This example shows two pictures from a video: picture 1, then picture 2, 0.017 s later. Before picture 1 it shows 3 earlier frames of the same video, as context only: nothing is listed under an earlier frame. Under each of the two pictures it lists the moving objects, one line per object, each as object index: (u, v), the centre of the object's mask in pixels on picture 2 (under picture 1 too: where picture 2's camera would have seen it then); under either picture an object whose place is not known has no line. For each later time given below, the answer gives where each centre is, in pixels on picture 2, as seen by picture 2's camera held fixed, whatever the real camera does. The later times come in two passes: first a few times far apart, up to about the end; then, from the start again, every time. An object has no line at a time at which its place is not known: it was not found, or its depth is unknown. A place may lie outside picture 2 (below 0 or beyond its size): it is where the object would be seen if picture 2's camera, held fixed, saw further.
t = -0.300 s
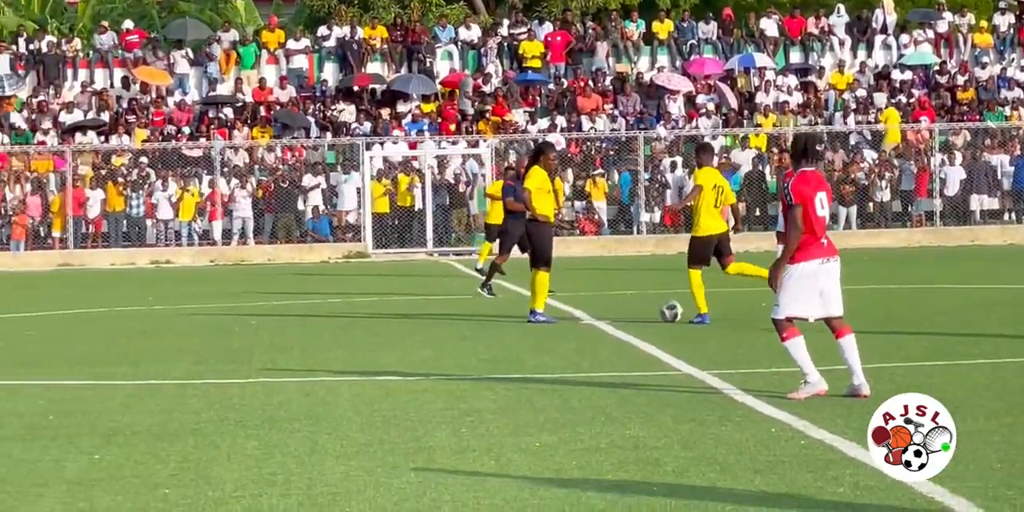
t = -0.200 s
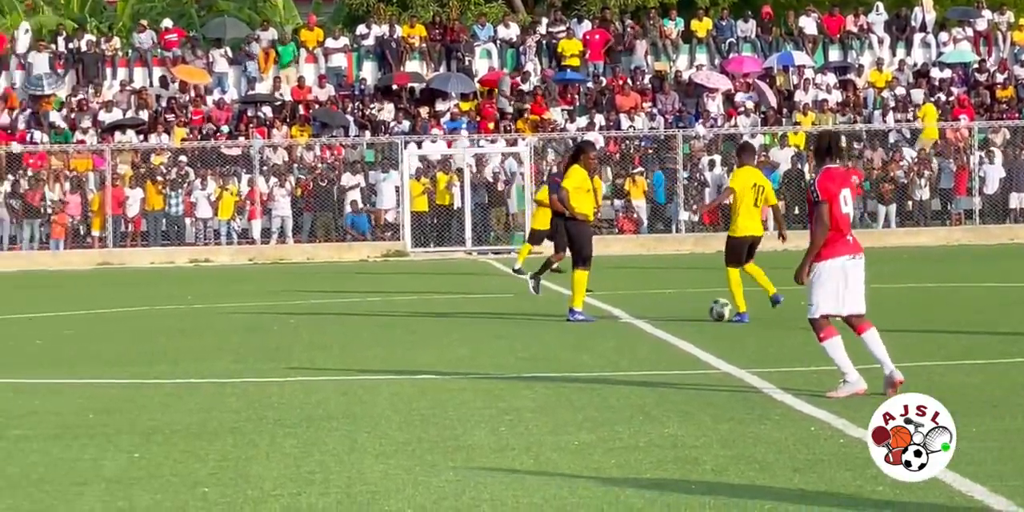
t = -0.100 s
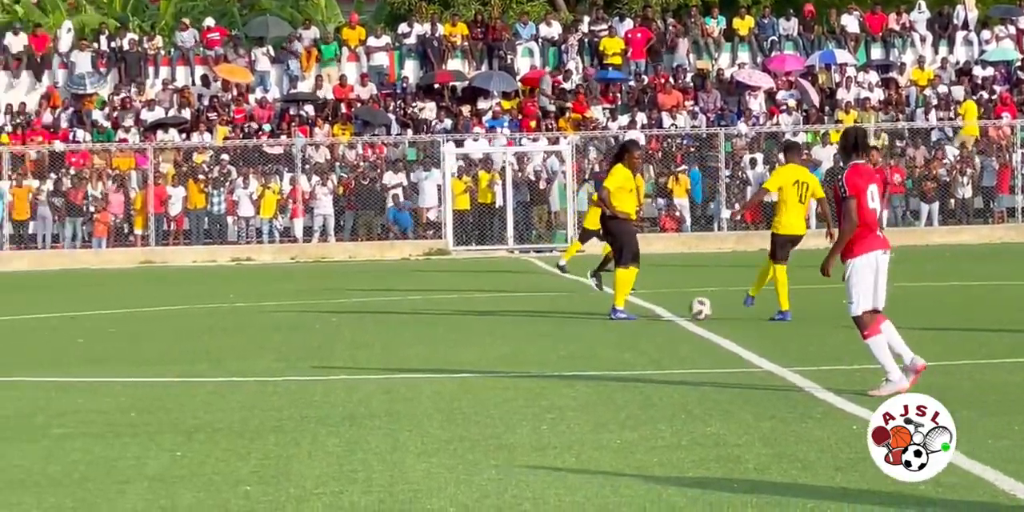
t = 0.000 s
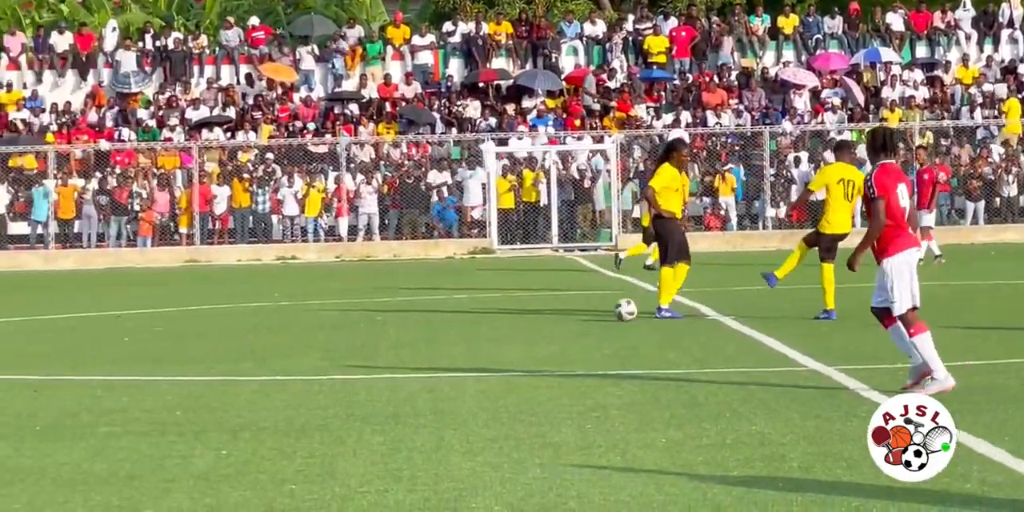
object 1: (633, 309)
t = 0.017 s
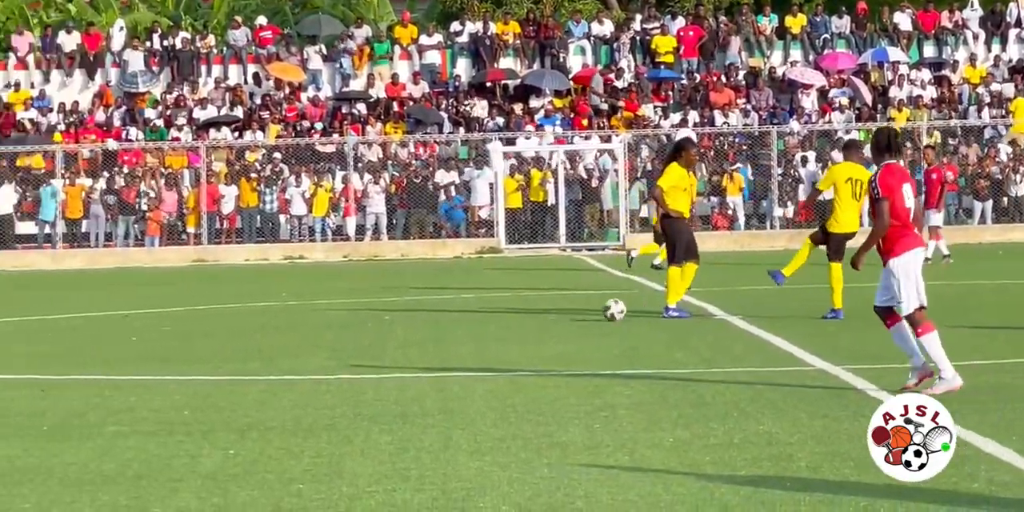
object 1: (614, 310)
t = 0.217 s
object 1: (402, 314)
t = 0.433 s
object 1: (212, 319)
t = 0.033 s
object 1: (596, 310)
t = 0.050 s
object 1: (577, 310)
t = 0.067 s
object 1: (559, 310)
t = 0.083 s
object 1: (541, 311)
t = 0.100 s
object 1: (523, 311)
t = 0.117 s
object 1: (504, 312)
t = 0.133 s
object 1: (486, 314)
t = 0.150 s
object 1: (469, 313)
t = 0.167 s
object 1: (452, 313)
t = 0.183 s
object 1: (435, 313)
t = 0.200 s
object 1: (419, 314)
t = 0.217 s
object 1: (402, 314)
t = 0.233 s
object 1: (385, 315)
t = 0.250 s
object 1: (369, 316)
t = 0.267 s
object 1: (353, 316)
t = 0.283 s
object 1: (338, 316)
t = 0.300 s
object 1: (322, 316)
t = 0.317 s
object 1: (307, 316)
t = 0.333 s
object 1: (291, 317)
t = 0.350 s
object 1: (275, 318)
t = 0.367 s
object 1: (261, 318)
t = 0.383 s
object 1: (248, 318)
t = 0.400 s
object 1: (235, 318)
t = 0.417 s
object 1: (223, 319)
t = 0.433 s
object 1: (212, 319)
